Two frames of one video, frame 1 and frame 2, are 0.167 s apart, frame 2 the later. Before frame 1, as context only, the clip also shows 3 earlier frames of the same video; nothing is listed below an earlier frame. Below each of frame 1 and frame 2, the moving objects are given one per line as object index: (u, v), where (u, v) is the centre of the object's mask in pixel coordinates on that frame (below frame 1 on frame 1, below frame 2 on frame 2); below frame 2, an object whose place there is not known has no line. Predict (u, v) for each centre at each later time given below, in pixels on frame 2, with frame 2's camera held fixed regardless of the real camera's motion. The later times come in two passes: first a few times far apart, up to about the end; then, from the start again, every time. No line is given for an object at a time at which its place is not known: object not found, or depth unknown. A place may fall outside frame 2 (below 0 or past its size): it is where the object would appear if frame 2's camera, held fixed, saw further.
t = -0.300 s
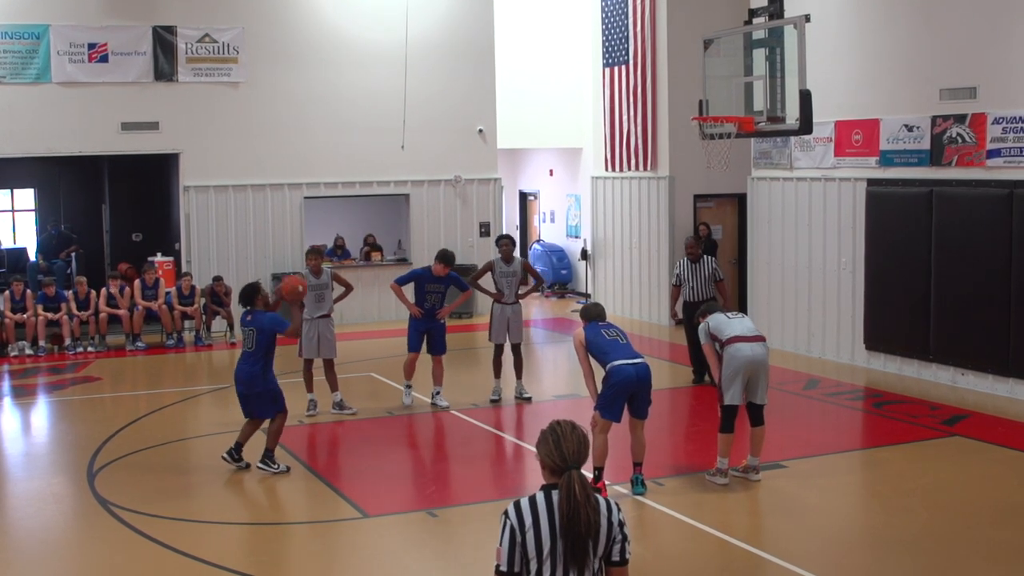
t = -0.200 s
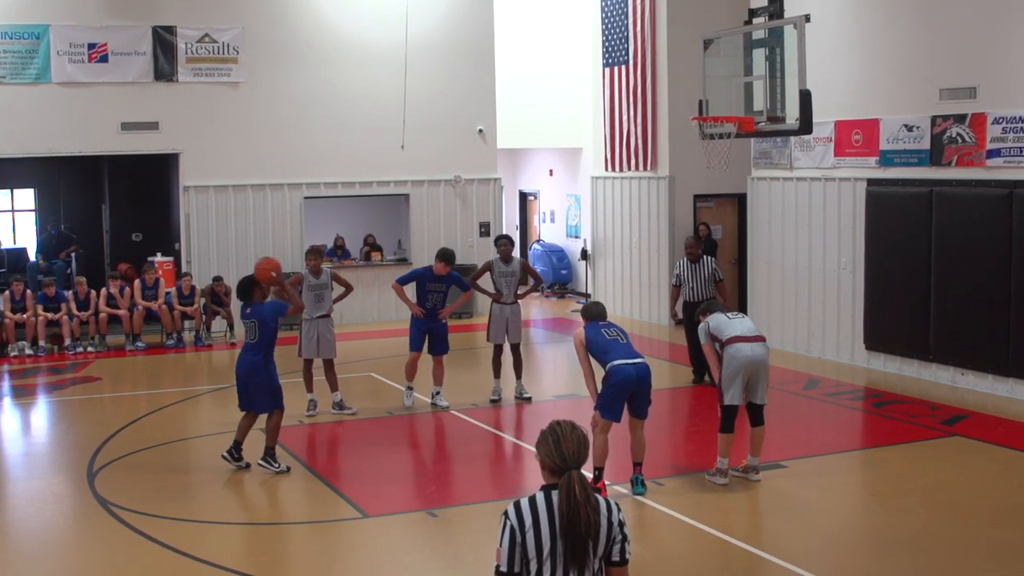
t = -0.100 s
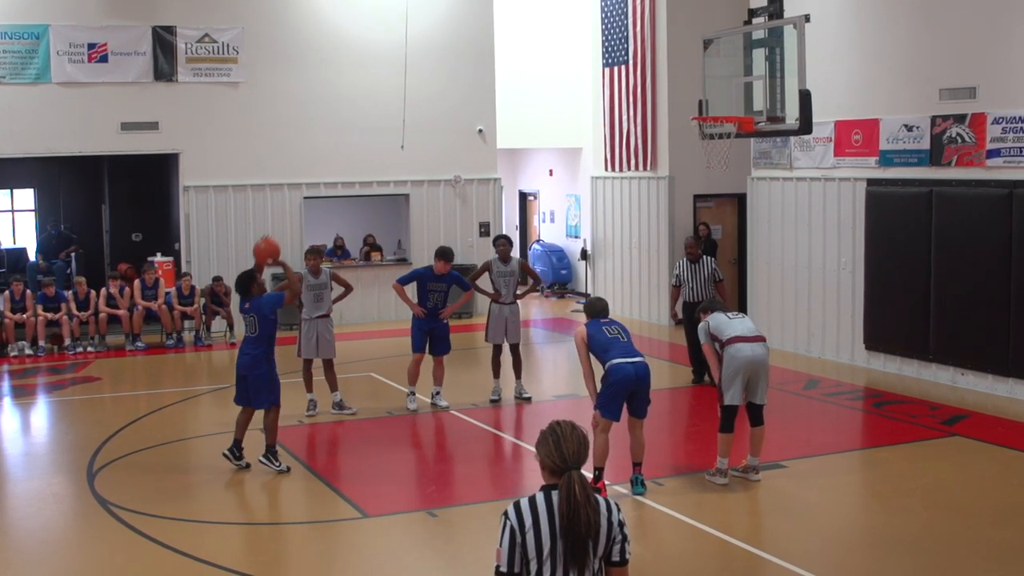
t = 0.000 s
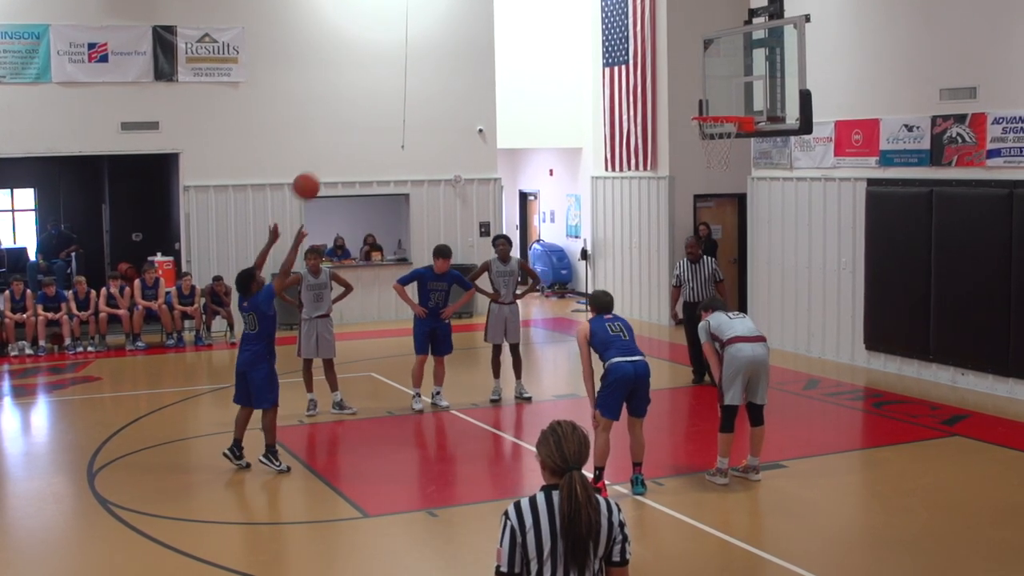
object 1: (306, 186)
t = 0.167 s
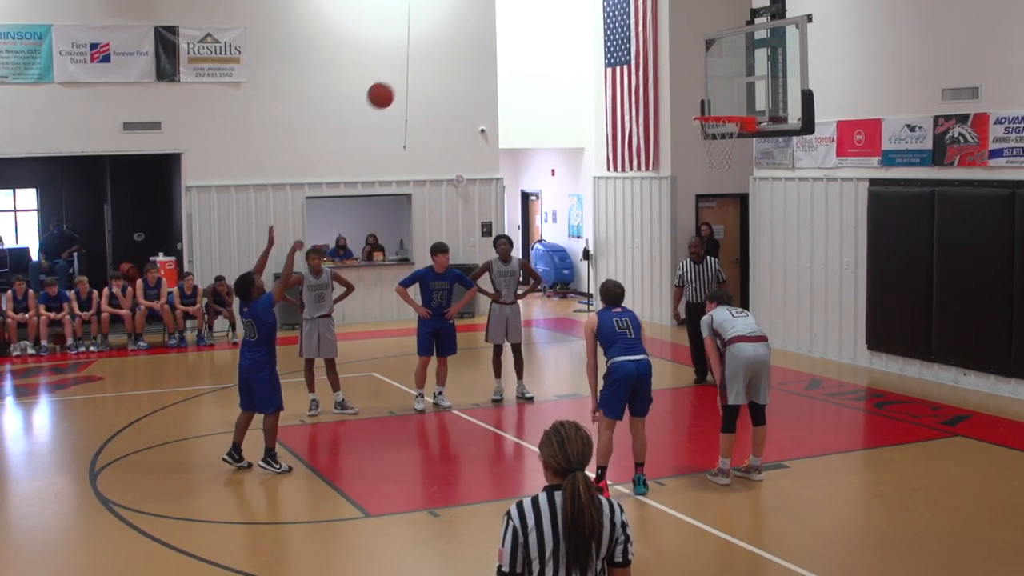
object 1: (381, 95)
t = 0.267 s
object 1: (423, 57)
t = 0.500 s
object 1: (517, 16)
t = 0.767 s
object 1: (616, 40)
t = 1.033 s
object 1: (688, 102)
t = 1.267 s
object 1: (672, 86)
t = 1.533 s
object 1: (657, 129)
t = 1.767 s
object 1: (645, 213)
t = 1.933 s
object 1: (637, 296)
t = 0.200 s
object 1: (395, 81)
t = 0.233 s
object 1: (409, 69)
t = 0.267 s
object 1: (423, 57)
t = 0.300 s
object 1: (437, 48)
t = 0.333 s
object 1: (450, 39)
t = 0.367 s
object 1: (464, 32)
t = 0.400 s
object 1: (477, 26)
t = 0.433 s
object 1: (490, 22)
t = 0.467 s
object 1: (503, 18)
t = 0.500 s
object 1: (517, 16)
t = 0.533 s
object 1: (530, 15)
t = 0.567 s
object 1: (542, 15)
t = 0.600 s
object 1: (555, 16)
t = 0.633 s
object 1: (568, 19)
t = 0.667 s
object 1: (580, 22)
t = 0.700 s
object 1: (592, 27)
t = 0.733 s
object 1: (604, 33)
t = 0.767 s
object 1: (616, 40)
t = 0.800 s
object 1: (628, 47)
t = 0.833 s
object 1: (639, 56)
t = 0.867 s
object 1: (651, 66)
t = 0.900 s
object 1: (662, 77)
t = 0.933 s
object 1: (673, 89)
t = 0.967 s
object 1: (684, 101)
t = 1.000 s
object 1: (691, 108)
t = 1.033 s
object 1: (688, 102)
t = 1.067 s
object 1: (686, 96)
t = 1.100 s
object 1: (684, 92)
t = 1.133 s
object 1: (681, 89)
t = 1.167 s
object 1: (679, 87)
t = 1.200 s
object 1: (677, 86)
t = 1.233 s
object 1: (675, 86)
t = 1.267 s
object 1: (672, 86)
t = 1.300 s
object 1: (670, 88)
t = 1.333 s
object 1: (668, 91)
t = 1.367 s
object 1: (666, 95)
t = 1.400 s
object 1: (664, 100)
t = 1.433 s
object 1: (662, 106)
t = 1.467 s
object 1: (660, 113)
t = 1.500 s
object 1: (658, 120)
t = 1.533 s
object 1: (657, 129)
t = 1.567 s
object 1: (655, 138)
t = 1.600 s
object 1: (653, 149)
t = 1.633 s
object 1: (651, 160)
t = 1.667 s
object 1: (649, 172)
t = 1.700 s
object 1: (648, 185)
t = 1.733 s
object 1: (646, 198)
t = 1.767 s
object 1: (645, 213)
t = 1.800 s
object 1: (643, 228)
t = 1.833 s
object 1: (641, 244)
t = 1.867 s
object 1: (640, 261)
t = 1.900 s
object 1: (638, 278)
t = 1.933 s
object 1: (637, 296)
